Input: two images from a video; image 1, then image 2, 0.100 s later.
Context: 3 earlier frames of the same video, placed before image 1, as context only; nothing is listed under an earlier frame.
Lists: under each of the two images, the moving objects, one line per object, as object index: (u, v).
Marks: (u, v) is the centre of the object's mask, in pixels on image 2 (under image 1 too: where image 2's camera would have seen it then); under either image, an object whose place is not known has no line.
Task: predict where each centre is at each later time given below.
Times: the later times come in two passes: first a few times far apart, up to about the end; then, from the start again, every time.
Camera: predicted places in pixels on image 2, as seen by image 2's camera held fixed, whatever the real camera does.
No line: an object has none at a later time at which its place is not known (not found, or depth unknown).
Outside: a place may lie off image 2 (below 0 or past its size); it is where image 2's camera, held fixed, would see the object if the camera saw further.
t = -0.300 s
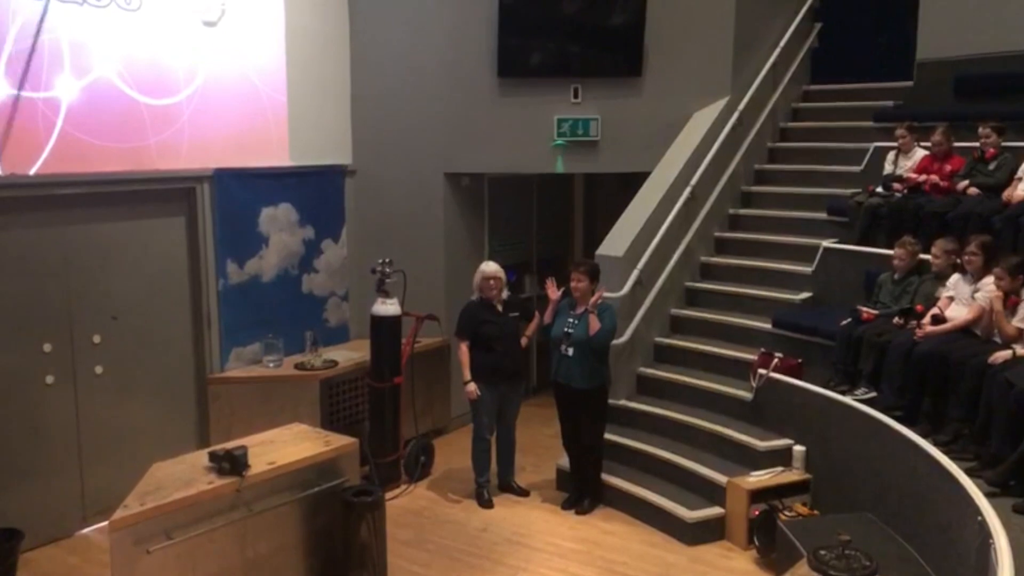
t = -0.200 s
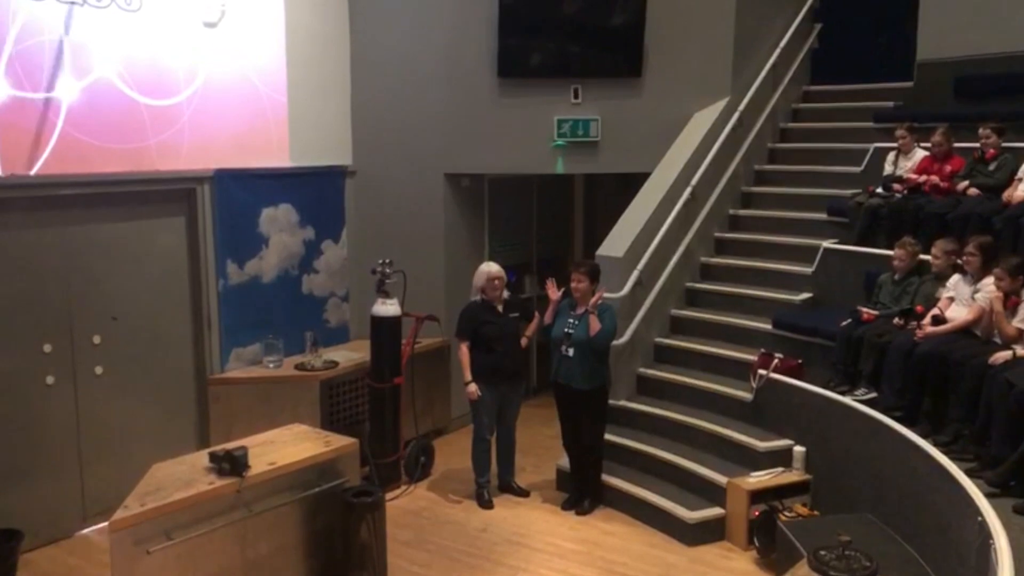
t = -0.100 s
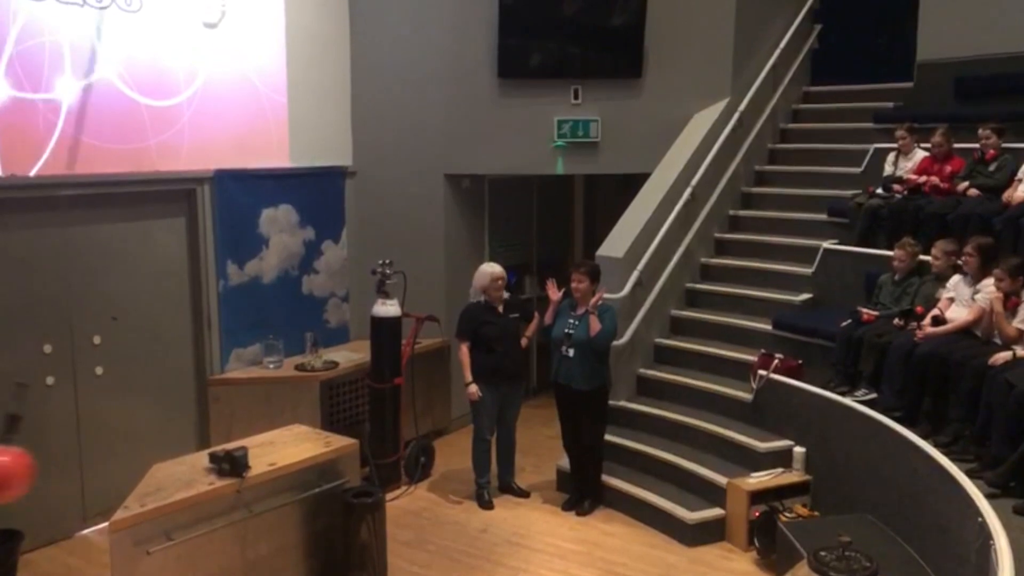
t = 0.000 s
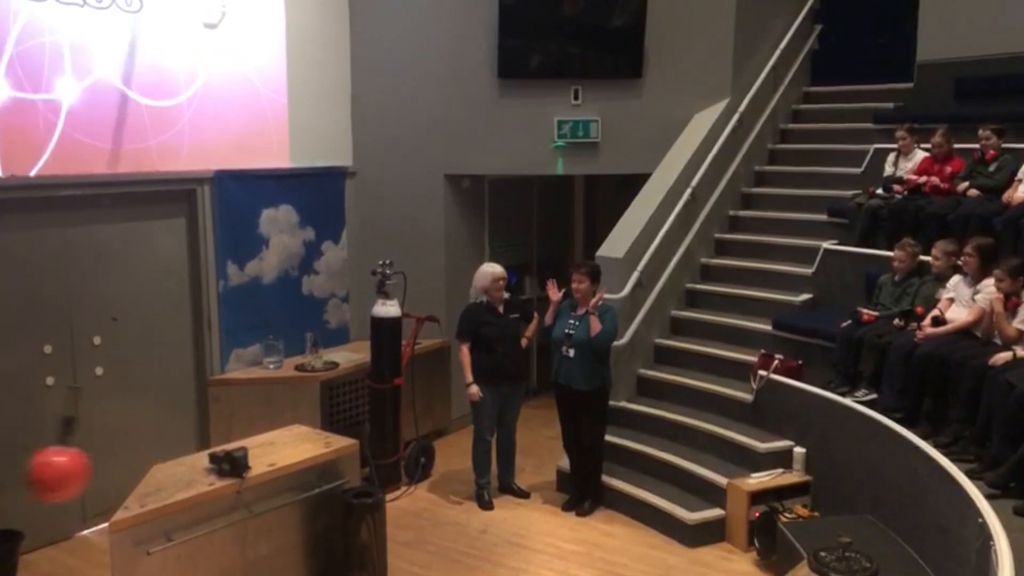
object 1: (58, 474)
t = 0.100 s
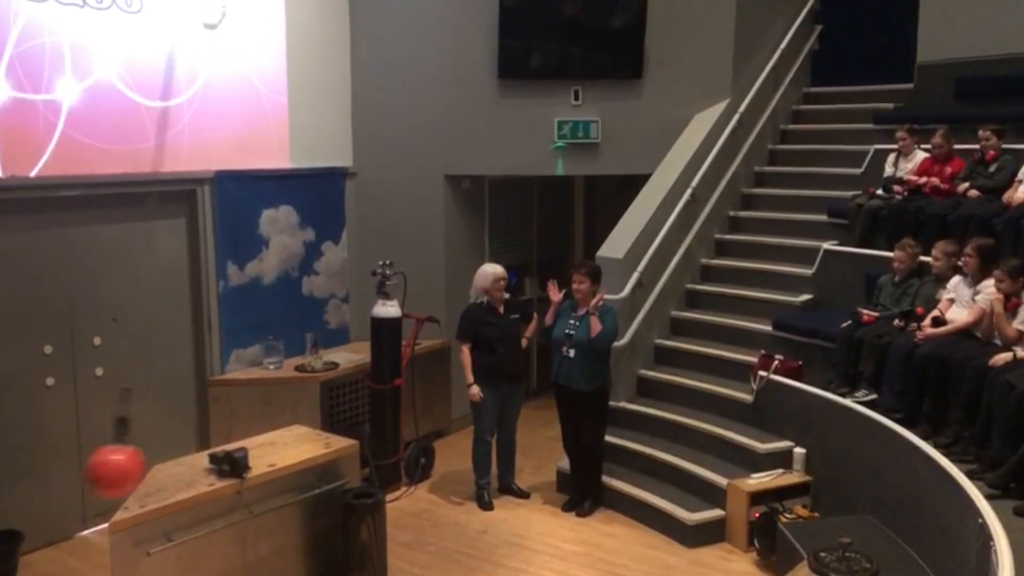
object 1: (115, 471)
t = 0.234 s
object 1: (190, 462)
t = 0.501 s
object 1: (328, 430)
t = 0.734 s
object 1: (422, 395)
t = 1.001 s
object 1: (498, 352)
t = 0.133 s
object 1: (134, 469)
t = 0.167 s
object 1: (154, 467)
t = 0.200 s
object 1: (172, 465)
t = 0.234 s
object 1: (190, 462)
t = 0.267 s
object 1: (209, 459)
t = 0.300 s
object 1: (227, 457)
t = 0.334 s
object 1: (243, 454)
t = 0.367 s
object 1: (262, 449)
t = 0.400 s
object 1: (279, 445)
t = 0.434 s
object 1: (295, 440)
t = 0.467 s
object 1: (311, 436)
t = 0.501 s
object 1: (328, 430)
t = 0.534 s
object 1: (343, 426)
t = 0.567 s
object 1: (357, 421)
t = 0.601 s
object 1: (371, 417)
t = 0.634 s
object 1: (385, 412)
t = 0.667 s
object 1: (398, 406)
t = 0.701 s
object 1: (411, 401)
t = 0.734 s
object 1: (422, 395)
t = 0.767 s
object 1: (433, 390)
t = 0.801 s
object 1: (444, 384)
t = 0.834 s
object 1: (453, 379)
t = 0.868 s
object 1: (464, 373)
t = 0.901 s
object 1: (473, 367)
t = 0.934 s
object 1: (482, 361)
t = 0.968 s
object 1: (491, 357)
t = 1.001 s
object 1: (498, 352)
